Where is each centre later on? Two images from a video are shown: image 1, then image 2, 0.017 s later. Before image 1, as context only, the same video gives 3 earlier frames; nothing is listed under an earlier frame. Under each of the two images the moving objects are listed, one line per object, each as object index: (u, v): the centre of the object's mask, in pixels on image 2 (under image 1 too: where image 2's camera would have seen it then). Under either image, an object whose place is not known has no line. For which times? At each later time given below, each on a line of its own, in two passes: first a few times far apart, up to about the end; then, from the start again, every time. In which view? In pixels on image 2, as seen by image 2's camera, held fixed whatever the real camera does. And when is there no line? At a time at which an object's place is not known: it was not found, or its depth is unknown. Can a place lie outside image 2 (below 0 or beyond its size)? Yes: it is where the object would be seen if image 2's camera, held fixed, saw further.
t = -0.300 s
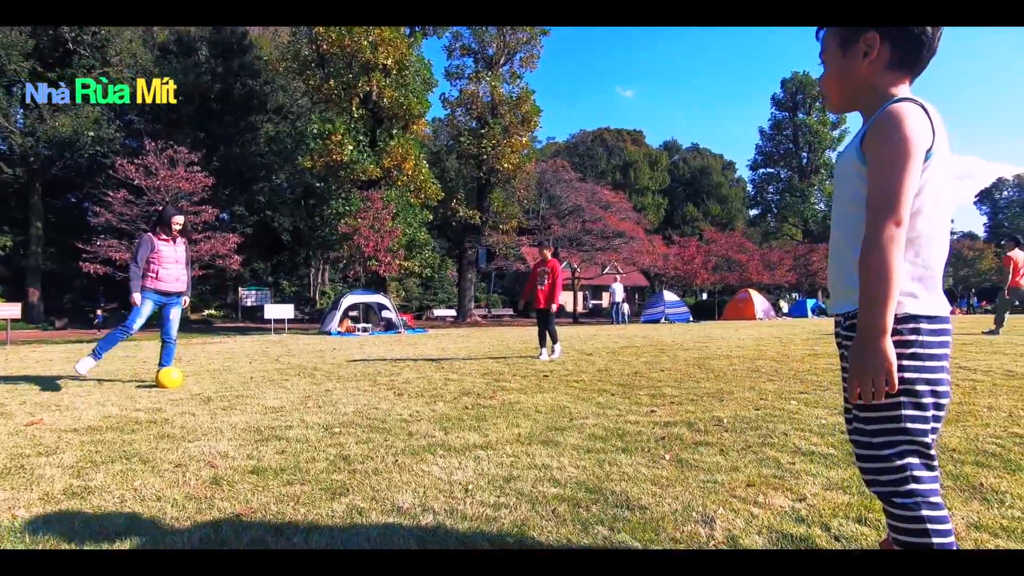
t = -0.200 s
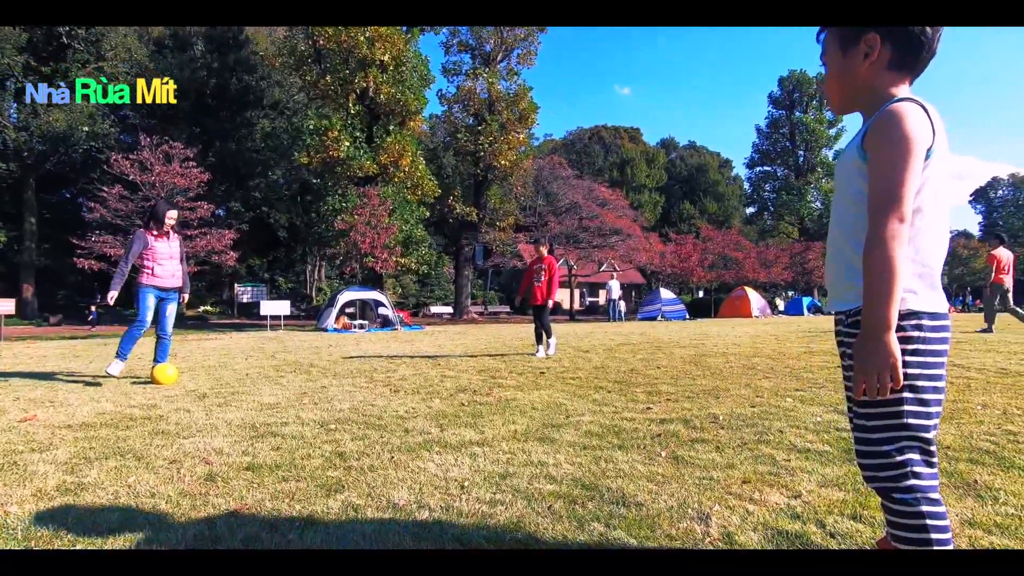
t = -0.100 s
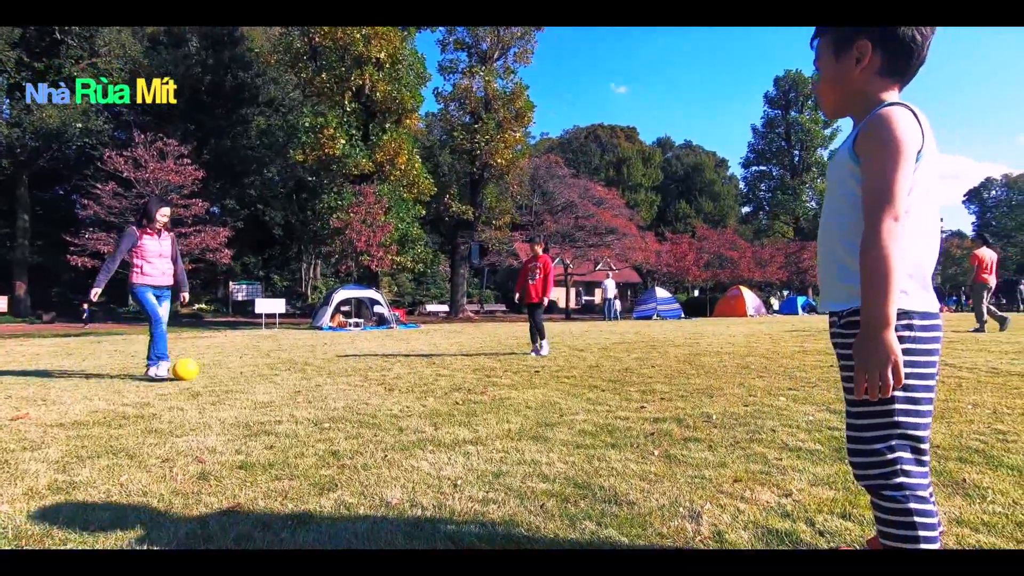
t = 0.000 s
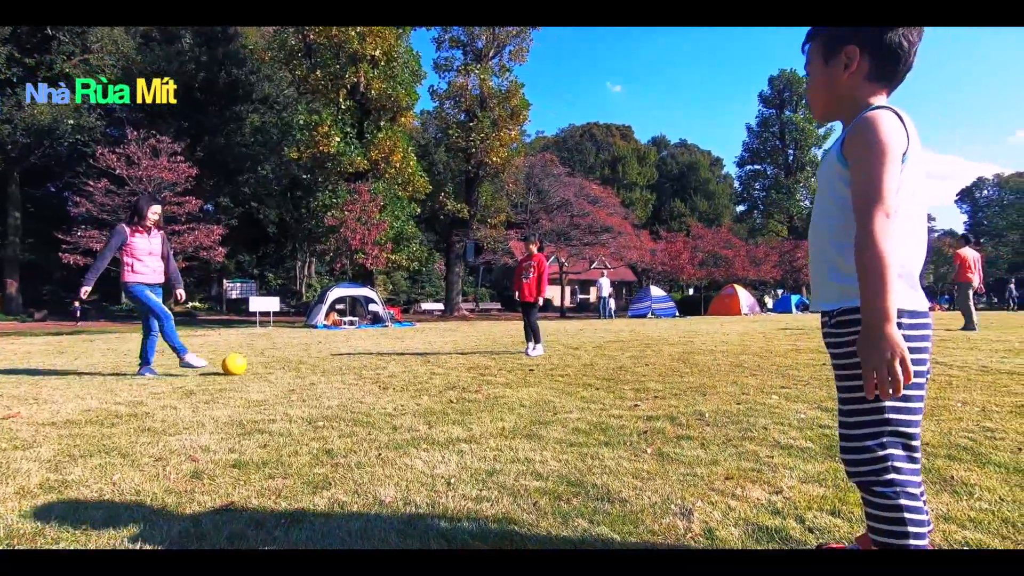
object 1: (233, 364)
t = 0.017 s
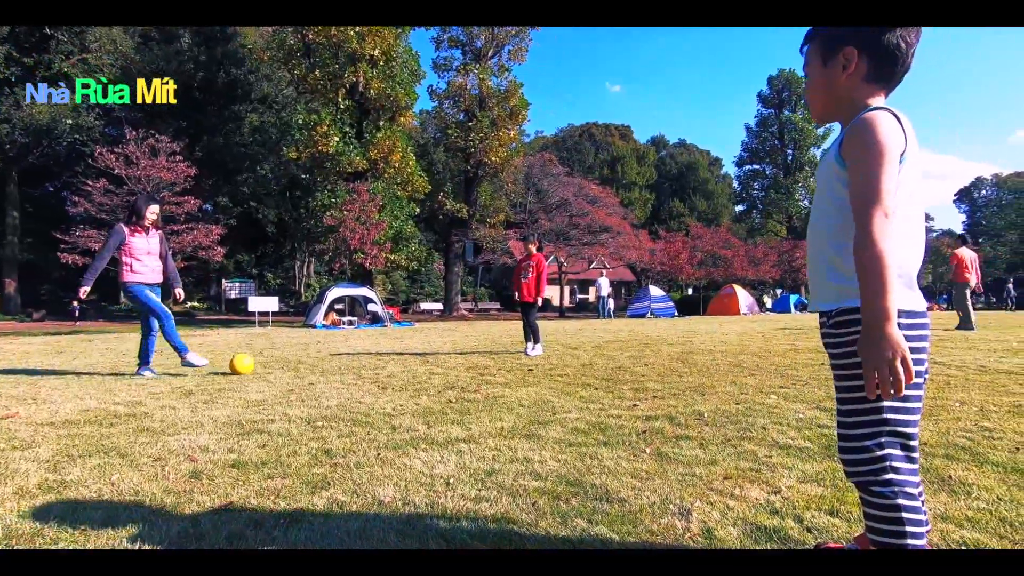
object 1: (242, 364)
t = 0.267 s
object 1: (329, 358)
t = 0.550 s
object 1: (403, 354)
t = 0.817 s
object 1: (458, 350)
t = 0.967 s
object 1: (485, 348)
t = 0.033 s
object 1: (249, 364)
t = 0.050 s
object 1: (257, 364)
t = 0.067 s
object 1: (263, 363)
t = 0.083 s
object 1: (269, 362)
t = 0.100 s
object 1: (275, 361)
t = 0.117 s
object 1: (281, 361)
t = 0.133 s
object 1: (287, 361)
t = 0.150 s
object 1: (293, 361)
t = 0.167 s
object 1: (299, 361)
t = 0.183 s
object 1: (305, 361)
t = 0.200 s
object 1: (310, 361)
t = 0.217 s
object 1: (315, 361)
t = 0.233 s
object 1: (320, 360)
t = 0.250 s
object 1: (324, 359)
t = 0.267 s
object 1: (329, 358)
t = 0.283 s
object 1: (334, 358)
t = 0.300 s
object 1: (339, 357)
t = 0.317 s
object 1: (343, 357)
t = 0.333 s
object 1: (348, 357)
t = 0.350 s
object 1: (353, 357)
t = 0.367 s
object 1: (358, 357)
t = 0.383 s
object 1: (362, 357)
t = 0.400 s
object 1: (367, 357)
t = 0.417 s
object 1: (371, 356)
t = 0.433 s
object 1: (375, 356)
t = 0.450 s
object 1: (379, 355)
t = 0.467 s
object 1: (383, 355)
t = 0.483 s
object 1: (388, 355)
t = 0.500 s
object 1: (392, 355)
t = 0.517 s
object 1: (396, 355)
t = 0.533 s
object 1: (399, 354)
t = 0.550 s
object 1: (403, 354)
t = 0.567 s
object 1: (407, 354)
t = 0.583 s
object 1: (411, 353)
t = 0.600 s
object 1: (415, 353)
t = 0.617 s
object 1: (418, 353)
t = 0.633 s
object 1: (422, 353)
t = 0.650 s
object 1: (426, 353)
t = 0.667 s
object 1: (429, 353)
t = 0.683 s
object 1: (433, 352)
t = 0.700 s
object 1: (436, 351)
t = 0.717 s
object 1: (439, 351)
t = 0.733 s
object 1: (443, 351)
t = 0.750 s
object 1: (446, 351)
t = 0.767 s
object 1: (449, 351)
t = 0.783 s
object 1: (452, 350)
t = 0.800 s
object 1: (455, 350)
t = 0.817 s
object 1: (458, 350)
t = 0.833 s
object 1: (462, 349)
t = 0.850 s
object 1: (465, 349)
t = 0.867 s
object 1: (468, 349)
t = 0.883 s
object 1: (471, 349)
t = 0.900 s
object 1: (474, 349)
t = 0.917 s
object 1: (476, 349)
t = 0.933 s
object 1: (479, 349)
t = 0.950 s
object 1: (482, 348)
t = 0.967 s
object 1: (485, 348)
